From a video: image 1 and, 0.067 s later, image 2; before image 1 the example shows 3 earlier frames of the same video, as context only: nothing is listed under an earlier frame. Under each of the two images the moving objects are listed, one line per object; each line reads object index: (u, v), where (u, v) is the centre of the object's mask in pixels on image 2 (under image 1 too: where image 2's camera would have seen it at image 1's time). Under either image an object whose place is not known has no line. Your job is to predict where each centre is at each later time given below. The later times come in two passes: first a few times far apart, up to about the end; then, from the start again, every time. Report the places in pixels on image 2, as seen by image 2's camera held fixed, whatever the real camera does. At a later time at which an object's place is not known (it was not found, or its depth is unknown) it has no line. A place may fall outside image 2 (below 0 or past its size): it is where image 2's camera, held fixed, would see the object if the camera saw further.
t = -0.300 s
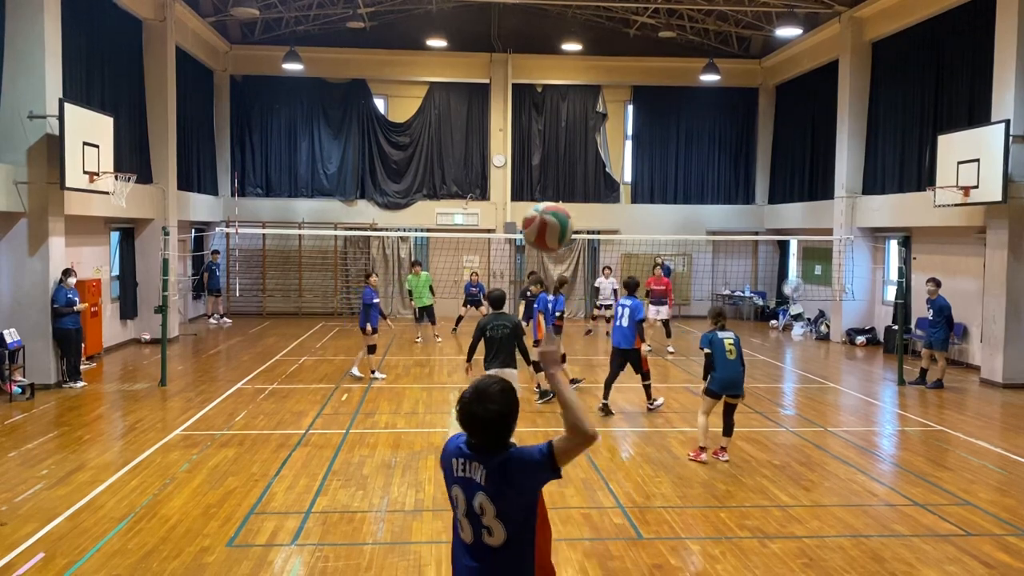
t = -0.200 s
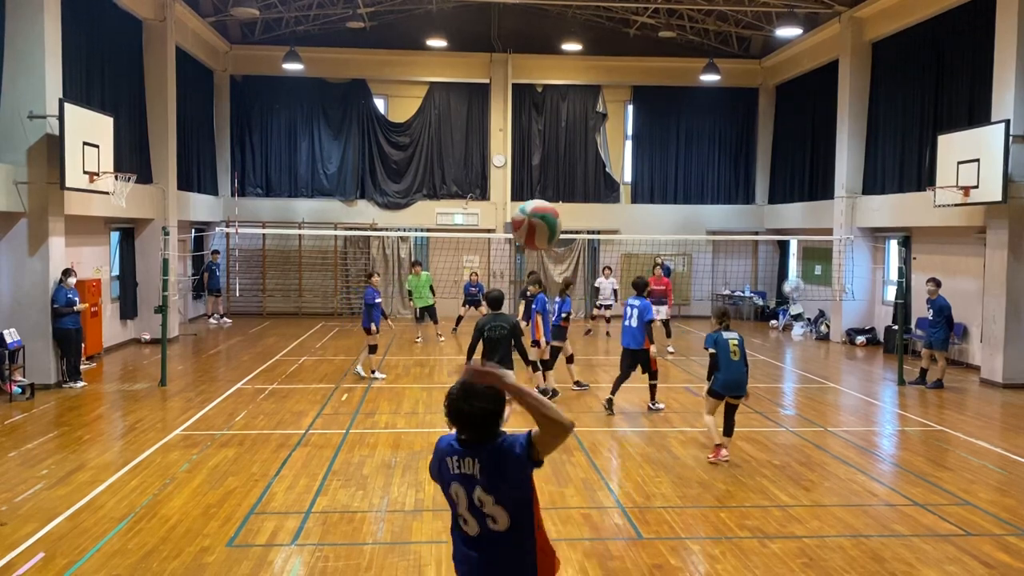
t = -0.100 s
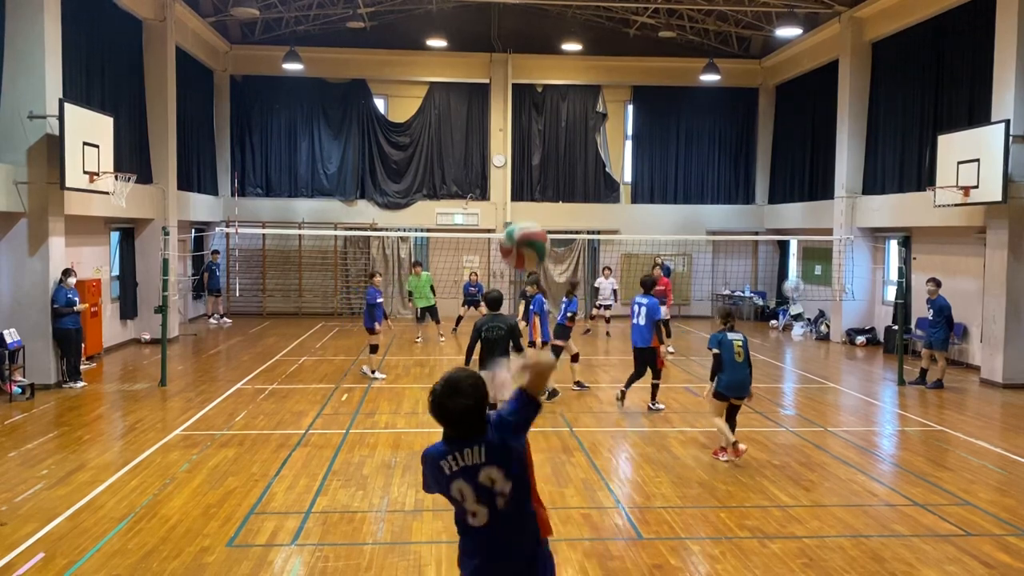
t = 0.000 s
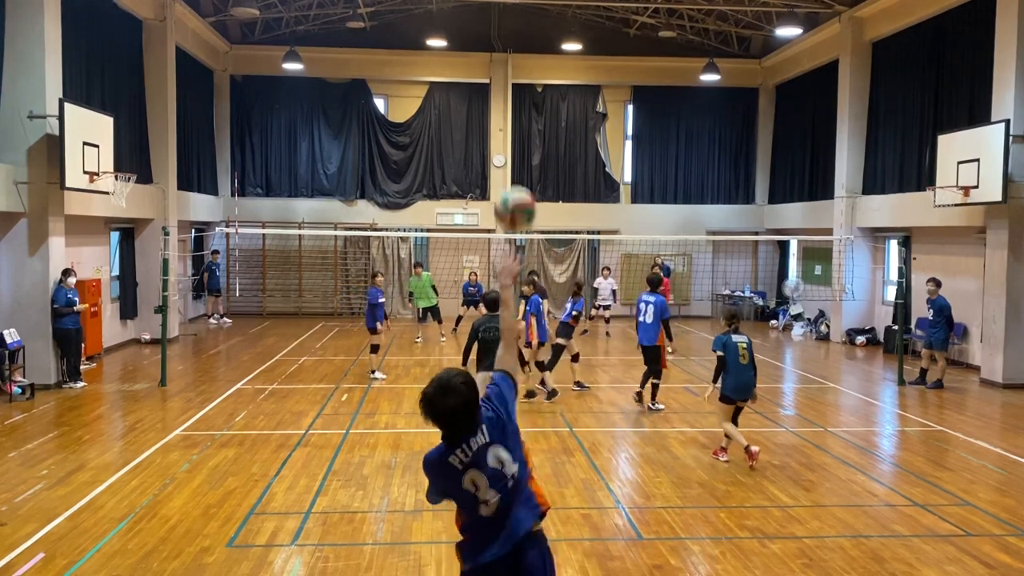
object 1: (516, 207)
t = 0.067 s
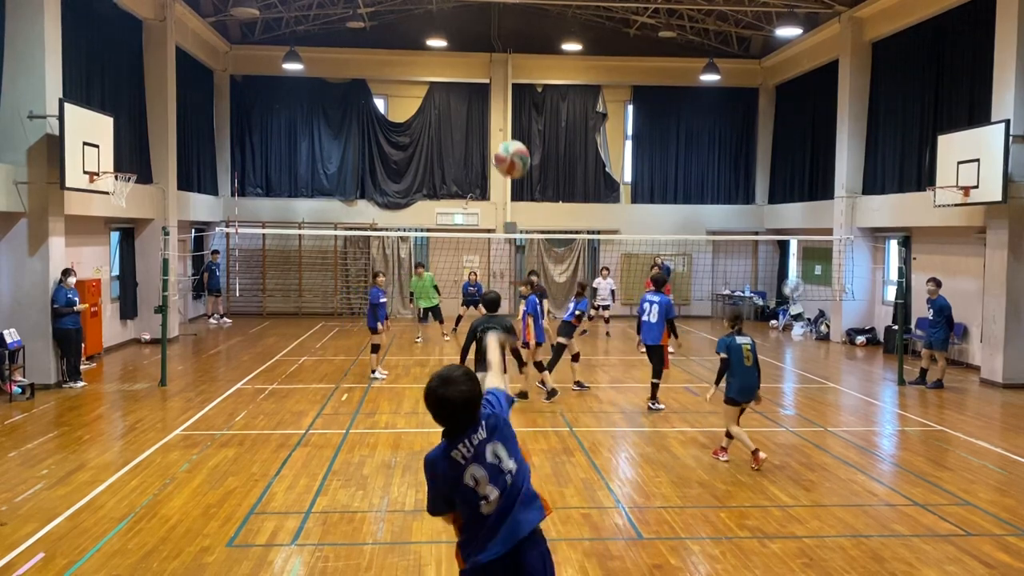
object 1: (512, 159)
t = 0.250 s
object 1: (509, 101)
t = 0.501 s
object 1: (500, 101)
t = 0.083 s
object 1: (512, 150)
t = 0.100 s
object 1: (512, 142)
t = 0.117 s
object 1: (511, 134)
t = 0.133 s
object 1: (511, 128)
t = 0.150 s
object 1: (510, 122)
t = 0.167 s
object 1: (510, 118)
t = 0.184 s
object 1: (510, 113)
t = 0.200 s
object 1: (510, 110)
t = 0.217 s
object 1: (510, 106)
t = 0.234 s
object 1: (510, 104)
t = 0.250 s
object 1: (509, 101)
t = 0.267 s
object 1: (509, 99)
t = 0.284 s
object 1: (508, 98)
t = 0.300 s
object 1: (507, 97)
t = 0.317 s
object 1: (507, 96)
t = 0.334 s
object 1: (506, 96)
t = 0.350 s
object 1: (506, 96)
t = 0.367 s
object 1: (505, 95)
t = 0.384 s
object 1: (504, 96)
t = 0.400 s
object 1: (503, 96)
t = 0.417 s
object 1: (503, 97)
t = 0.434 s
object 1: (502, 97)
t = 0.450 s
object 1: (502, 98)
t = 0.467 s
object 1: (502, 99)
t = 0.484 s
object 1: (501, 100)
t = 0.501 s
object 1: (500, 101)
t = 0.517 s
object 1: (500, 102)
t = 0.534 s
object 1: (500, 104)
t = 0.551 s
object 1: (500, 106)
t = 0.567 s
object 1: (499, 108)
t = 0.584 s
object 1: (499, 110)
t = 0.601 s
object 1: (498, 111)
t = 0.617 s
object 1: (497, 114)
